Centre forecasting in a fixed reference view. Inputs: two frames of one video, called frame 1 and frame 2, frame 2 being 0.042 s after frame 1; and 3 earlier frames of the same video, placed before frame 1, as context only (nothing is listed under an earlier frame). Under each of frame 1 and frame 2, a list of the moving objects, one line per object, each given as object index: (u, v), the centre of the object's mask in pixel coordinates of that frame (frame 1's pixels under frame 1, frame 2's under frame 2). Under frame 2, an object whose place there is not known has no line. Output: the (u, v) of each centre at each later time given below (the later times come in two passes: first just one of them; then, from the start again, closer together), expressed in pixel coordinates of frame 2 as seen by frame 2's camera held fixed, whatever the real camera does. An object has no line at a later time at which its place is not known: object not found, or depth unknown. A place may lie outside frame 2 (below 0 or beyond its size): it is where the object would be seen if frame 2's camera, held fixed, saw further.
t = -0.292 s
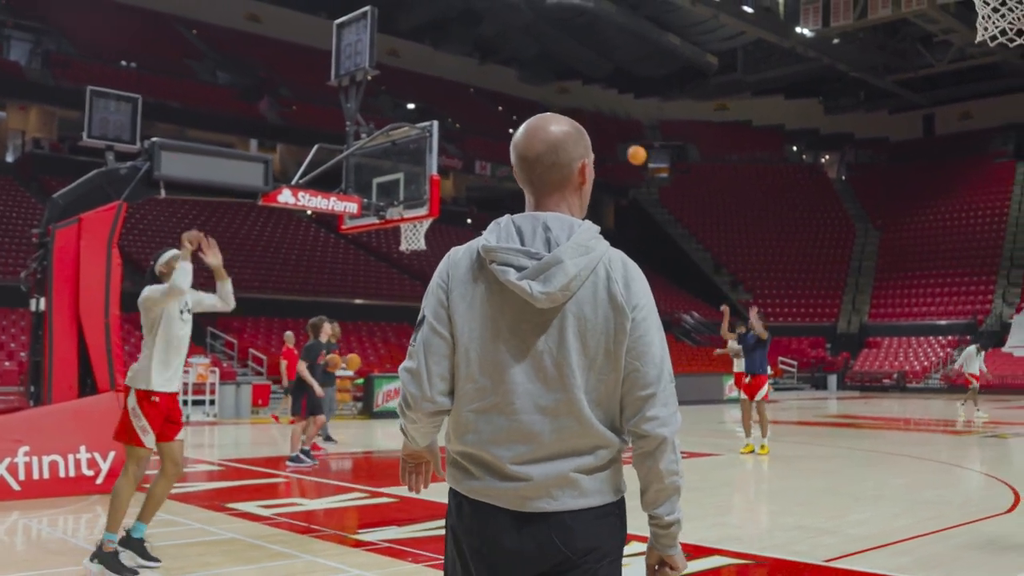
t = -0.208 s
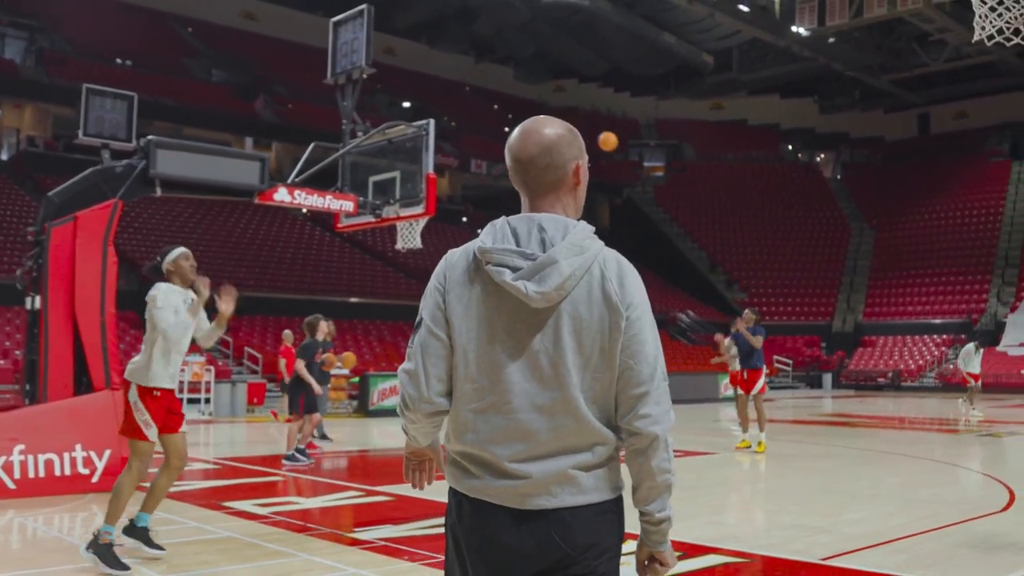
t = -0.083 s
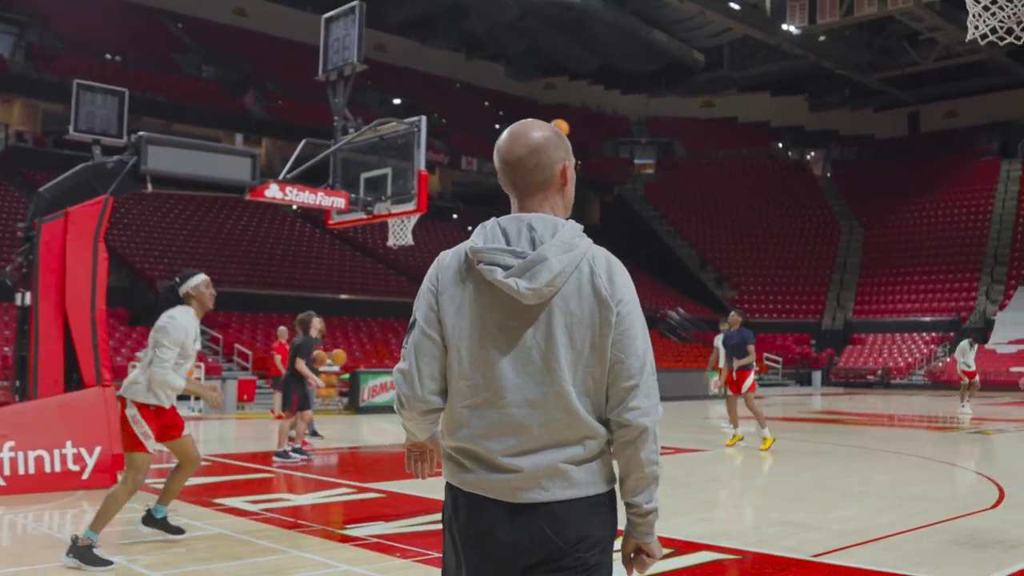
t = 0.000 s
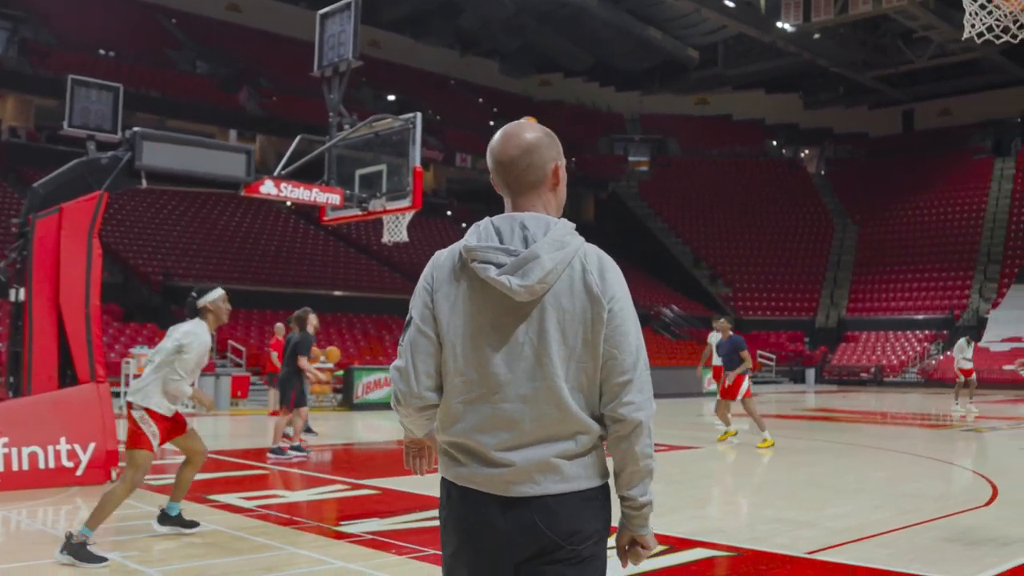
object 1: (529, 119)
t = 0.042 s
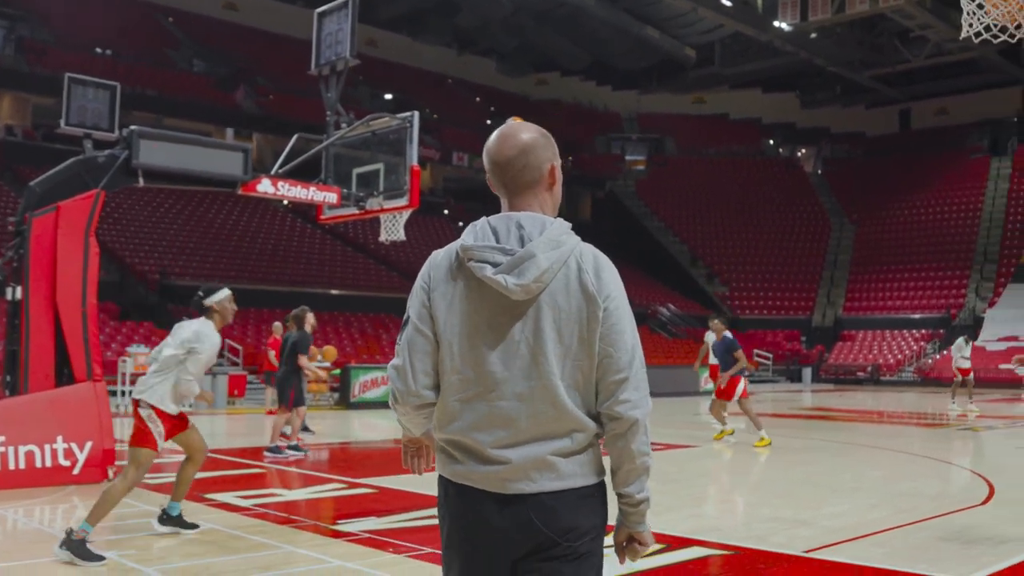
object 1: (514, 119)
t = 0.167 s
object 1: (472, 141)
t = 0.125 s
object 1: (484, 132)
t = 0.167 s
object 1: (472, 141)
